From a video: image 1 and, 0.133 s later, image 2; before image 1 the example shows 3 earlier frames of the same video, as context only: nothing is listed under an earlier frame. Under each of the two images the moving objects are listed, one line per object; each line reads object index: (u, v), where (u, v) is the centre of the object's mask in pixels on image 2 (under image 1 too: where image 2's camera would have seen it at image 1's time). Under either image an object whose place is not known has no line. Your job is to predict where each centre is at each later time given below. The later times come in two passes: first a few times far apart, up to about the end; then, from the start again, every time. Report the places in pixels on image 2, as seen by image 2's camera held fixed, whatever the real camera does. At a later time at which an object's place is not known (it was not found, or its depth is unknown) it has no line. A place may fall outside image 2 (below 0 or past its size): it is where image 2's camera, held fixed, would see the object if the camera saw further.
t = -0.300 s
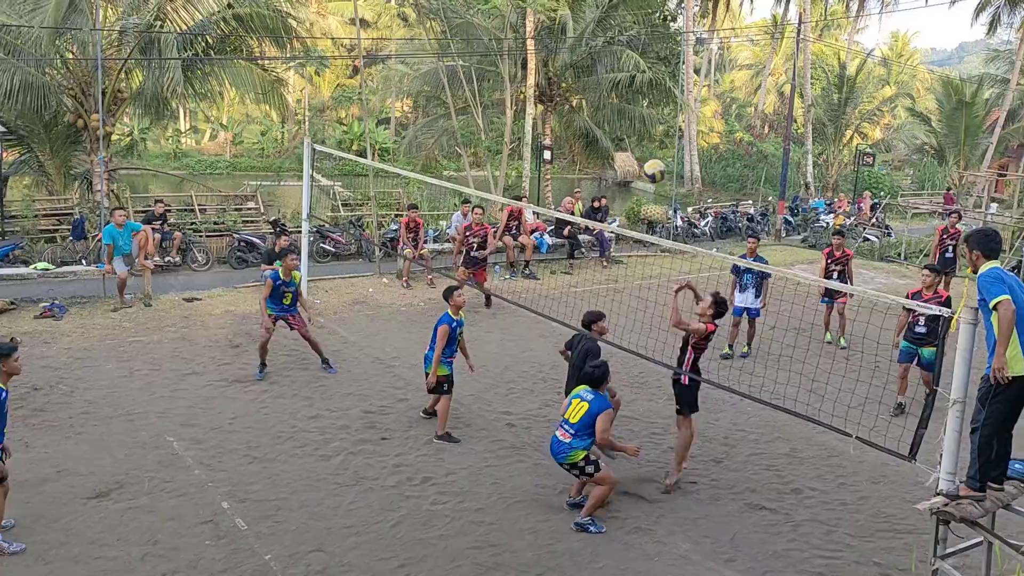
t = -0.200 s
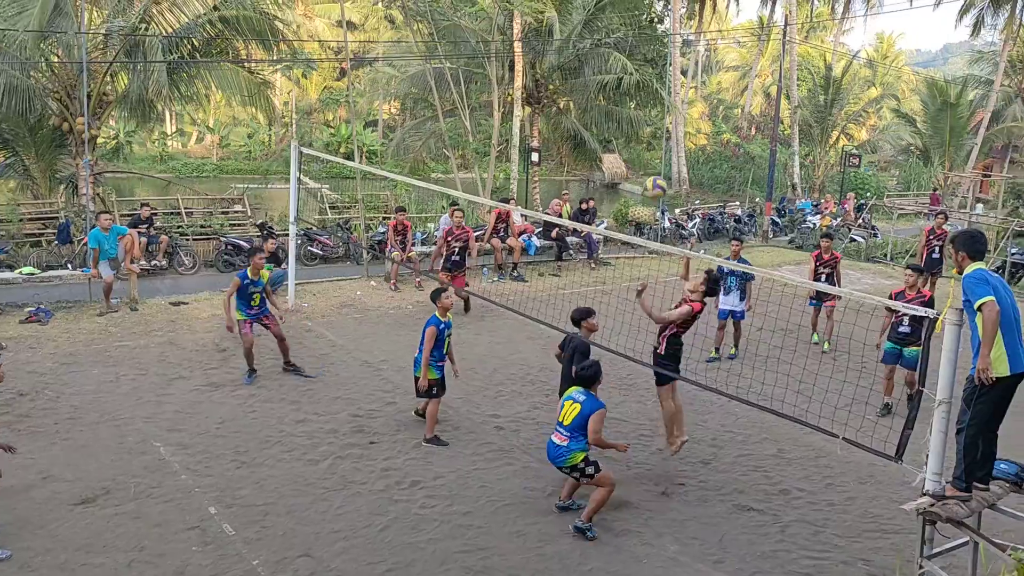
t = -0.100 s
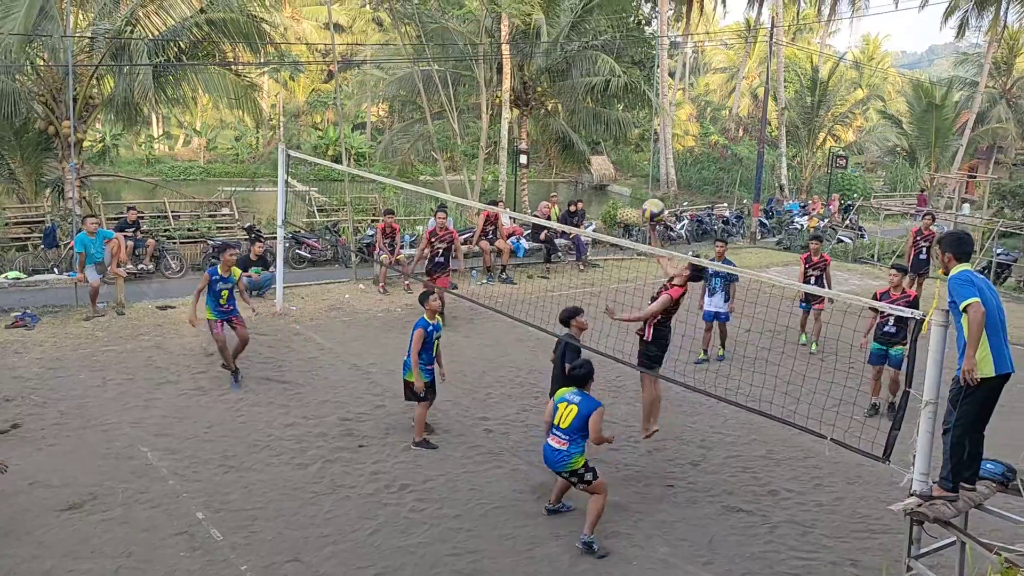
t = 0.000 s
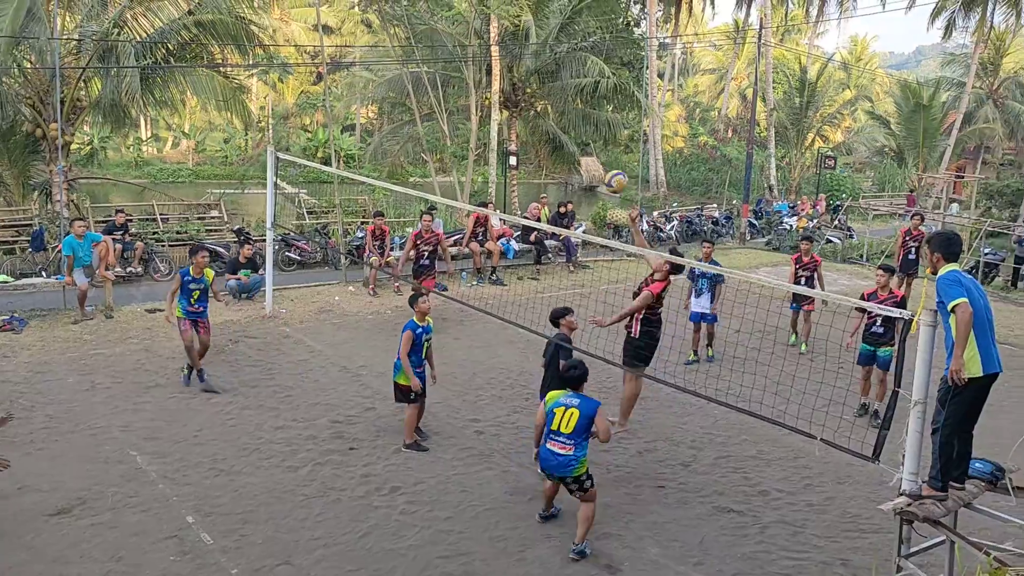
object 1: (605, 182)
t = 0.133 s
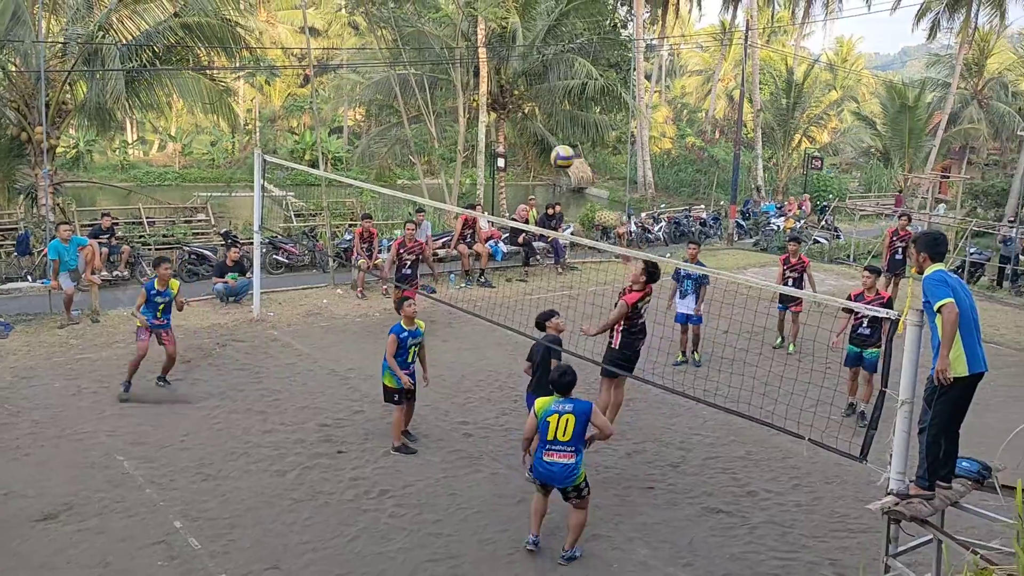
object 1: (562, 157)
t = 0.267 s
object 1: (517, 150)
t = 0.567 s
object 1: (409, 212)
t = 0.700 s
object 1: (362, 273)
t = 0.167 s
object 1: (551, 153)
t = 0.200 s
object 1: (540, 151)
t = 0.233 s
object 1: (529, 150)
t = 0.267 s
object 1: (517, 150)
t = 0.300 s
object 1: (504, 152)
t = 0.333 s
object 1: (494, 154)
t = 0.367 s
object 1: (481, 160)
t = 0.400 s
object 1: (469, 165)
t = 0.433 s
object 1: (457, 172)
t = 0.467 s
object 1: (445, 180)
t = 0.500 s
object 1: (433, 189)
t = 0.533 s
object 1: (422, 200)
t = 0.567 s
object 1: (409, 212)
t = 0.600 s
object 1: (398, 225)
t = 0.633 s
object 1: (386, 238)
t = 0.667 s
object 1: (374, 256)
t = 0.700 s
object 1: (362, 273)
